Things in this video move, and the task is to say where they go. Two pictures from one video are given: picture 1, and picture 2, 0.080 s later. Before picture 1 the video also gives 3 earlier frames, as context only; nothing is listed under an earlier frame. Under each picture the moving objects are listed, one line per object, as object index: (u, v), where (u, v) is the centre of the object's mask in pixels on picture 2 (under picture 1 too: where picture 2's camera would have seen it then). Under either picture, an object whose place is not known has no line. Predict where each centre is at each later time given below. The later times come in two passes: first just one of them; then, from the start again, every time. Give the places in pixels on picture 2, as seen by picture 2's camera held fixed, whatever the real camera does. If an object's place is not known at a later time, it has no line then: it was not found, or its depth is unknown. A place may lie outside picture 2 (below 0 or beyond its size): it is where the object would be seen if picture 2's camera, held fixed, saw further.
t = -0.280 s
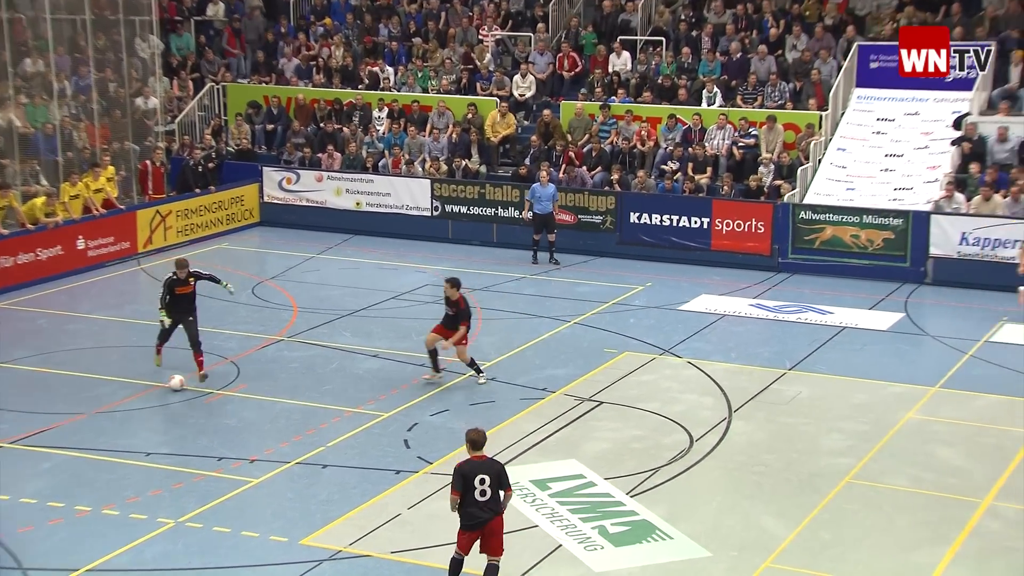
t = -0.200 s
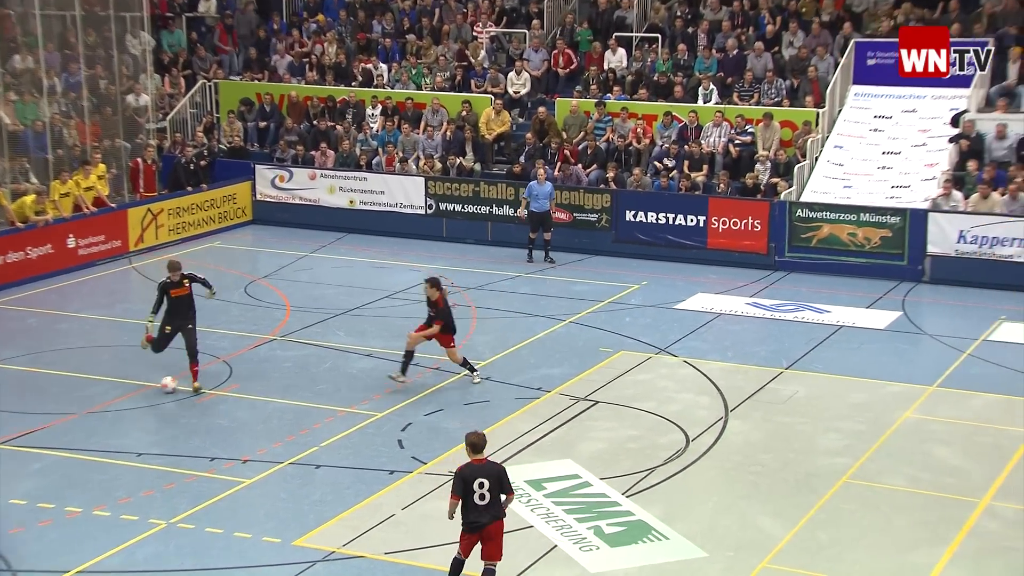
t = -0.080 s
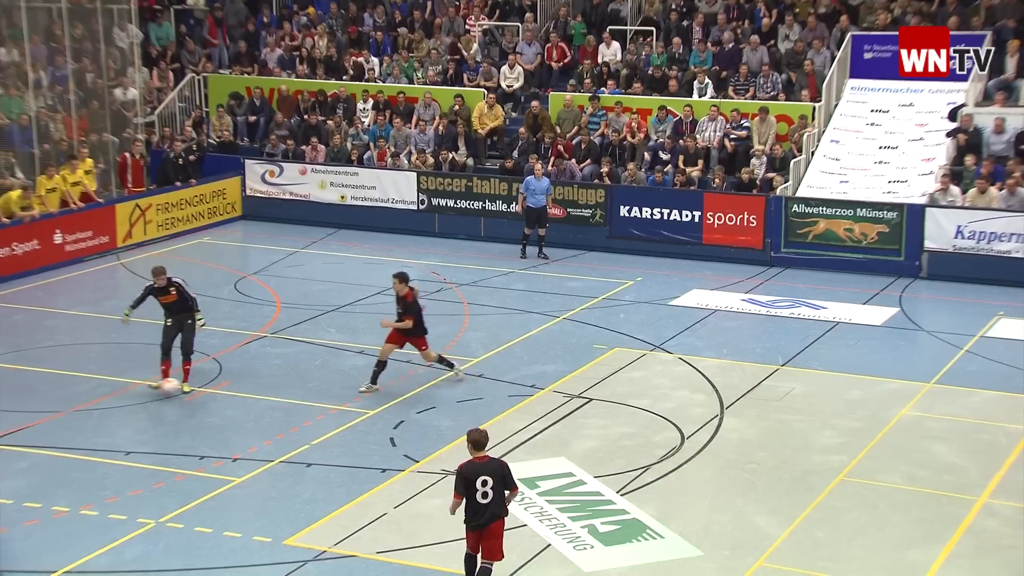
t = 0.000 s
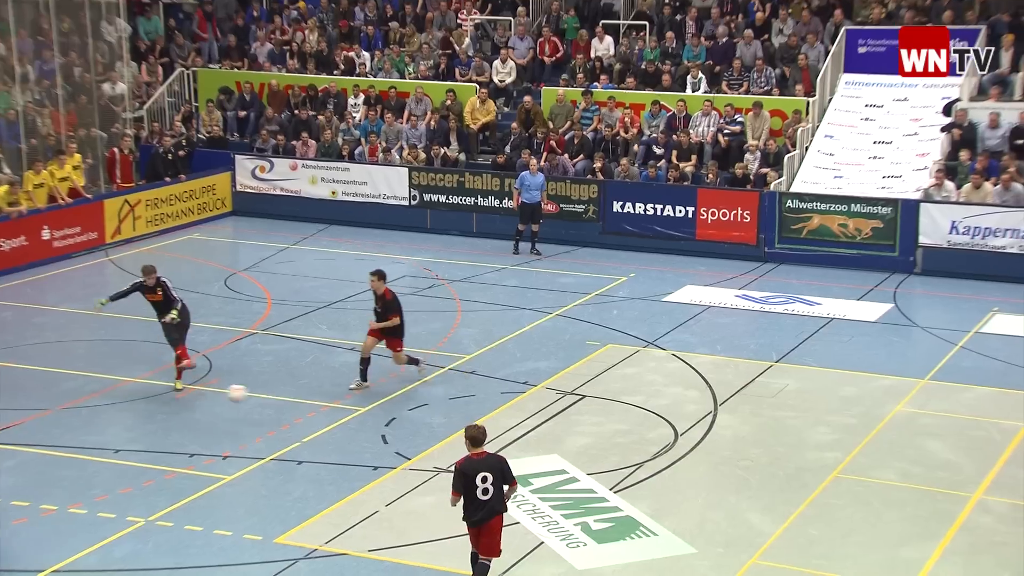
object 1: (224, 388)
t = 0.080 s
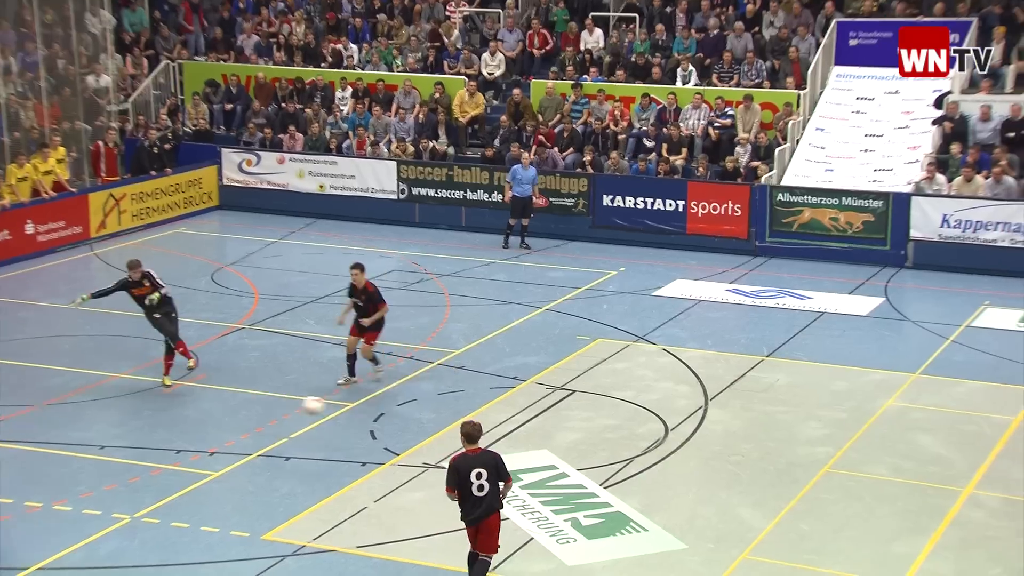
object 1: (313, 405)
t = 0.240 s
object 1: (529, 462)
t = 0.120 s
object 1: (363, 415)
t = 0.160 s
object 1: (415, 428)
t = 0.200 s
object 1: (468, 444)
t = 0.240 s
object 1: (529, 462)
